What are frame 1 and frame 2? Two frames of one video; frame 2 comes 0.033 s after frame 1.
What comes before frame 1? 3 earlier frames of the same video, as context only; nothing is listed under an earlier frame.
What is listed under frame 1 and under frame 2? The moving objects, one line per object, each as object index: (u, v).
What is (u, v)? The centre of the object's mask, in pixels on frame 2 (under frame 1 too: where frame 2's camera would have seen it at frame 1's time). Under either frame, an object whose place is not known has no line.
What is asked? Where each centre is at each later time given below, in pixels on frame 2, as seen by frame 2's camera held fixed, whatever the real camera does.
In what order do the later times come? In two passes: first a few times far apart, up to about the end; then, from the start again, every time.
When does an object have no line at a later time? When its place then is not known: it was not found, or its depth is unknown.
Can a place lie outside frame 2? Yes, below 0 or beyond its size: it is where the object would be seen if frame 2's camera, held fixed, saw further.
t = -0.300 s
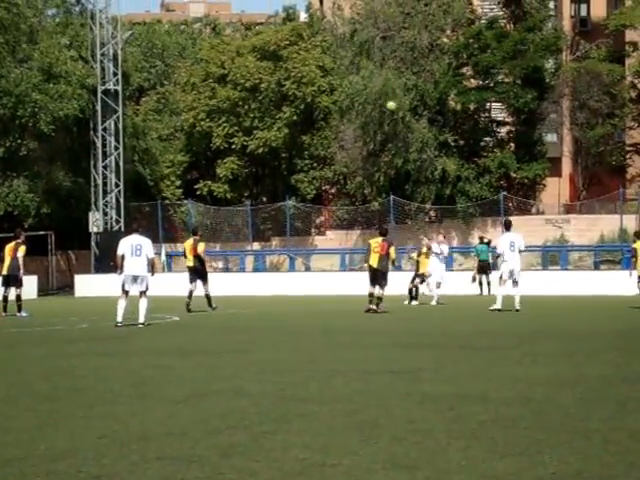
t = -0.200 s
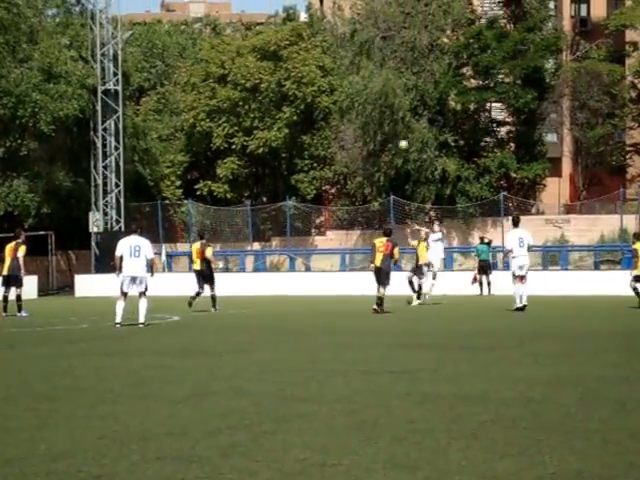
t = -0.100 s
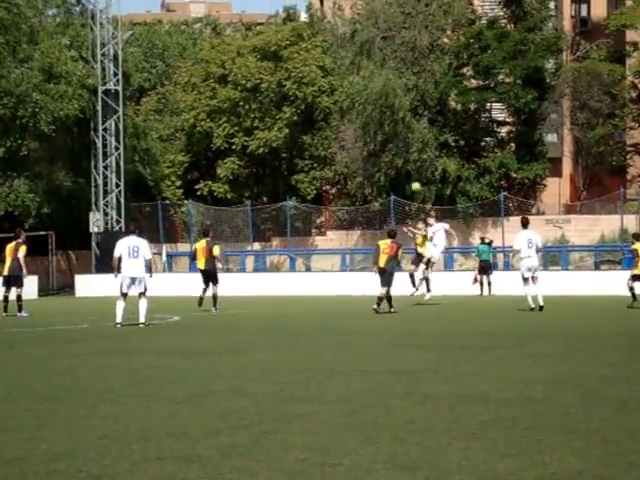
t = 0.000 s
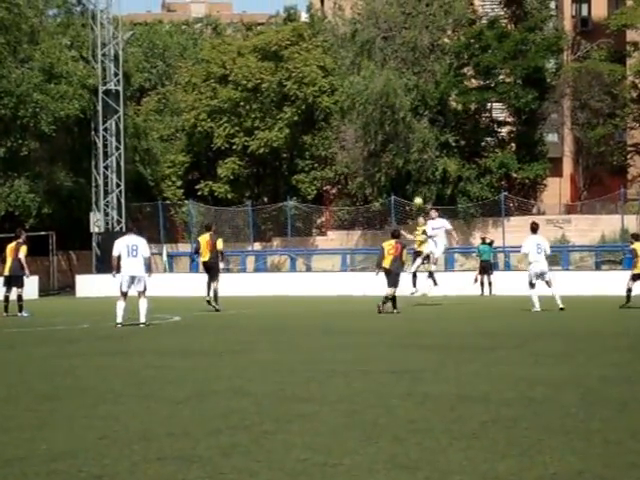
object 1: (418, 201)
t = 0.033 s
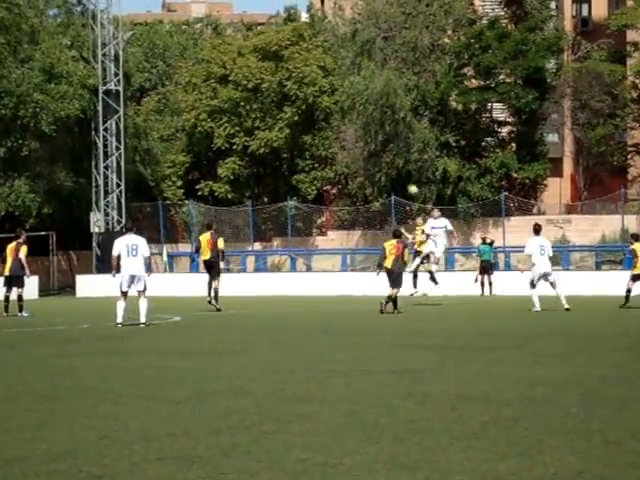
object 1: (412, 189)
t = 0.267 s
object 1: (377, 120)
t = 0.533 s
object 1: (335, 71)
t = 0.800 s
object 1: (292, 53)
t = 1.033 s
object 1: (254, 63)
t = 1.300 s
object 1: (213, 106)
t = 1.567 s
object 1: (174, 181)
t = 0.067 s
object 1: (408, 178)
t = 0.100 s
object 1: (403, 167)
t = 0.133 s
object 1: (398, 157)
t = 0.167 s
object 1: (393, 147)
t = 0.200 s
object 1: (387, 138)
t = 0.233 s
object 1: (383, 129)
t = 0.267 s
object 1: (377, 120)
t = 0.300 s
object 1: (372, 113)
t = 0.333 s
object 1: (367, 105)
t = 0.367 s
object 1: (361, 98)
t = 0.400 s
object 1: (356, 92)
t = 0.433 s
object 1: (351, 86)
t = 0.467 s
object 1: (345, 80)
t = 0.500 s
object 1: (340, 76)
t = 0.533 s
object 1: (335, 71)
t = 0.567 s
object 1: (329, 67)
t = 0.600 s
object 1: (324, 63)
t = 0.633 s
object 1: (319, 61)
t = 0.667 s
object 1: (313, 58)
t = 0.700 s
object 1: (308, 56)
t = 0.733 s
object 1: (303, 55)
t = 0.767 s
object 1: (297, 54)
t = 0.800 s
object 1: (292, 53)
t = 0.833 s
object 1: (286, 53)
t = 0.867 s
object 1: (281, 54)
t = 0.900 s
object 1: (276, 55)
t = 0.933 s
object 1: (270, 56)
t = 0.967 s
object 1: (265, 58)
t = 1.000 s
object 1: (259, 60)
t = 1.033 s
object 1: (254, 63)
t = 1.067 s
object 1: (249, 67)
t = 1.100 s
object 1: (244, 71)
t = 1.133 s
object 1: (239, 76)
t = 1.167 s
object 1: (233, 81)
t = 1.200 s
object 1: (228, 87)
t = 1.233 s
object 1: (223, 92)
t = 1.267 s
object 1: (218, 99)
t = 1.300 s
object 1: (213, 106)
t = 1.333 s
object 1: (208, 114)
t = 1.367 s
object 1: (203, 122)
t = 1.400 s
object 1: (198, 131)
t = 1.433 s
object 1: (193, 140)
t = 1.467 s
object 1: (188, 150)
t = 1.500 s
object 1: (183, 159)
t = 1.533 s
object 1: (179, 170)
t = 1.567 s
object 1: (174, 181)
